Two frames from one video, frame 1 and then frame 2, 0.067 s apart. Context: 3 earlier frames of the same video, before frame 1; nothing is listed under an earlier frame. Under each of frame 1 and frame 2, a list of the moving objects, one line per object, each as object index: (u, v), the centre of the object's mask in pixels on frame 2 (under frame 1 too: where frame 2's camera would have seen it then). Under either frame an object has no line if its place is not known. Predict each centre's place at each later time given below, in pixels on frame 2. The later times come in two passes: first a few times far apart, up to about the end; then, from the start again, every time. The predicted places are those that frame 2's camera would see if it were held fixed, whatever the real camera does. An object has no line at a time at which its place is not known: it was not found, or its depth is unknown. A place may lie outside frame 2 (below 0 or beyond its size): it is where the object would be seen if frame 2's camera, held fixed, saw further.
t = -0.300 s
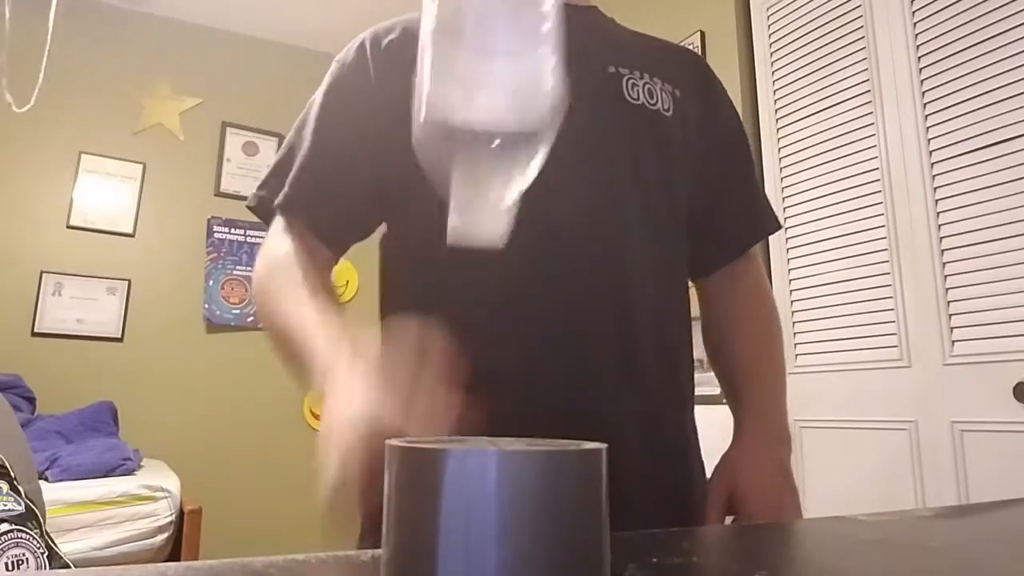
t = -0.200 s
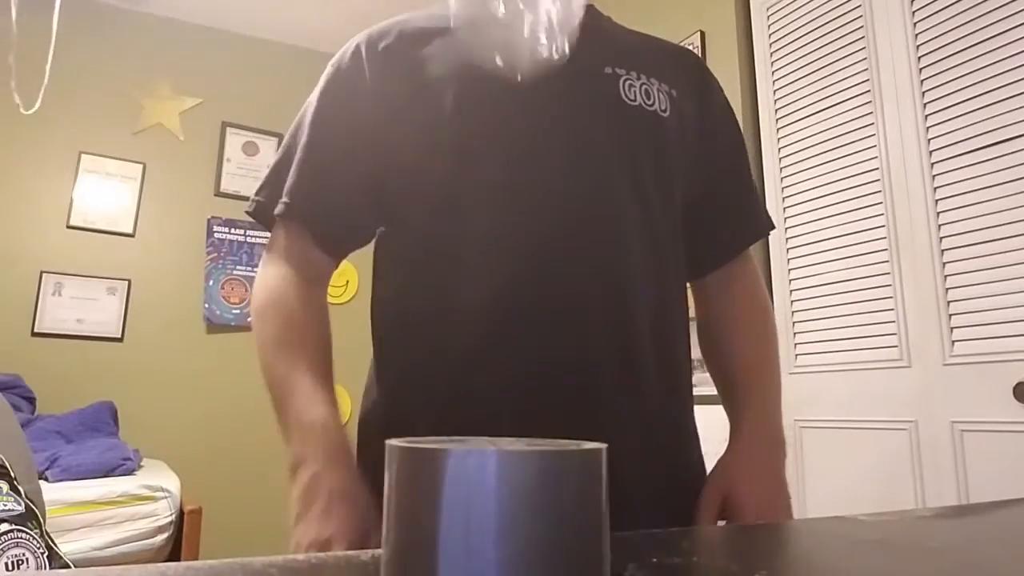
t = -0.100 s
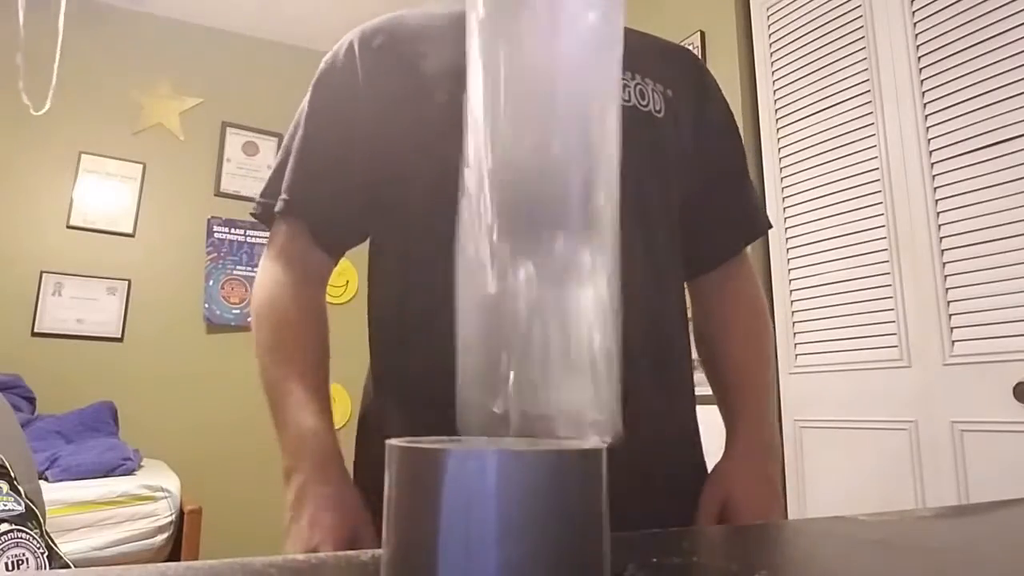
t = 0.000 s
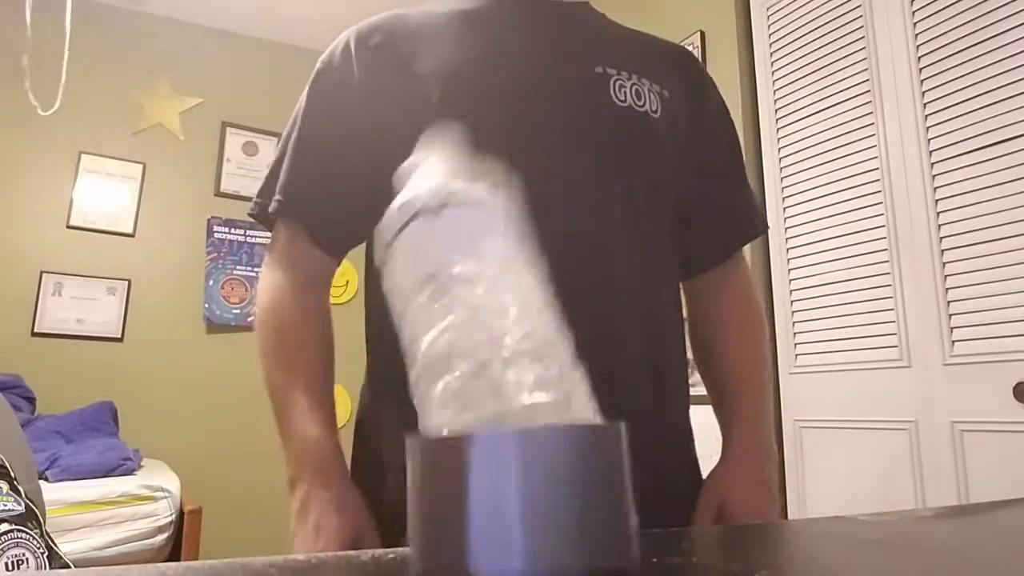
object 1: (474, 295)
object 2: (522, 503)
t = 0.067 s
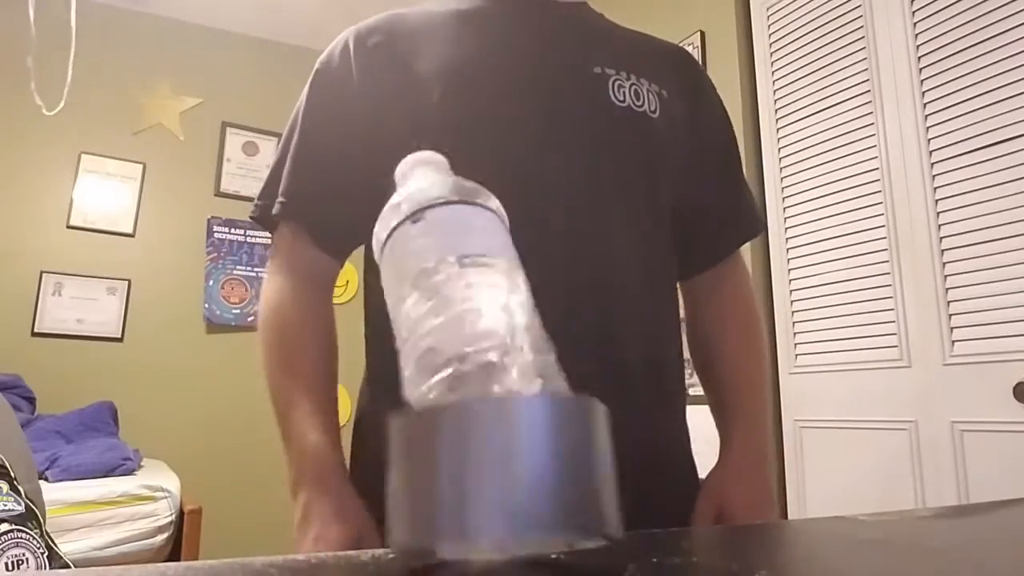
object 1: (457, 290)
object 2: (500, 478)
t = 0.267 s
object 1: (396, 288)
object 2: (459, 480)
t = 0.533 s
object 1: (510, 252)
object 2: (471, 510)
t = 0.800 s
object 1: (469, 248)
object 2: (476, 509)
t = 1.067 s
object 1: (473, 255)
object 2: (476, 509)
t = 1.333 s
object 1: (473, 255)
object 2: (476, 509)
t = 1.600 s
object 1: (473, 254)
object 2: (477, 510)
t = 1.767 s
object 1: (473, 255)
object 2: (477, 509)
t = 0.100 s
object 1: (448, 283)
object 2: (489, 458)
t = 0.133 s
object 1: (443, 283)
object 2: (478, 459)
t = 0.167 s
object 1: (435, 284)
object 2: (472, 461)
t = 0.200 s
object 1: (426, 284)
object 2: (467, 466)
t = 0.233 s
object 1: (411, 286)
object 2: (462, 475)
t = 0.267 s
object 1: (396, 288)
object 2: (459, 480)
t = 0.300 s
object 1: (386, 291)
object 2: (458, 491)
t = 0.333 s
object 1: (384, 291)
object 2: (457, 502)
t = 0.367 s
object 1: (391, 288)
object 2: (452, 512)
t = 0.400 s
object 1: (400, 271)
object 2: (452, 512)
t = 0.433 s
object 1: (420, 265)
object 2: (455, 512)
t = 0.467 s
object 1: (452, 238)
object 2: (455, 512)
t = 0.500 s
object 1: (490, 236)
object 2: (464, 510)
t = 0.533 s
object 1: (510, 252)
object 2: (471, 510)
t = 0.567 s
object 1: (511, 259)
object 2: (469, 512)
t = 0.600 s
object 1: (498, 255)
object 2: (471, 513)
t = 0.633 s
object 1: (479, 249)
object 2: (474, 509)
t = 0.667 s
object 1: (478, 243)
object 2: (476, 508)
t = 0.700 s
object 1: (481, 243)
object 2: (476, 508)
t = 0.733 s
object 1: (476, 250)
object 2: (476, 510)
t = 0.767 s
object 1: (463, 253)
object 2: (477, 509)
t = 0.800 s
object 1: (469, 248)
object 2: (476, 509)
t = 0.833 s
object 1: (475, 255)
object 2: (476, 509)
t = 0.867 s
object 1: (471, 254)
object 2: (476, 508)
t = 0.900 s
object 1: (472, 253)
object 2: (476, 509)
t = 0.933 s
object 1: (470, 255)
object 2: (476, 509)
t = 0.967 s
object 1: (473, 255)
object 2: (476, 509)
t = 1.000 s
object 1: (473, 255)
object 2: (476, 509)
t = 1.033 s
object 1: (473, 254)
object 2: (476, 510)
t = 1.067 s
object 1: (473, 255)
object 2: (476, 509)
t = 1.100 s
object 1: (473, 255)
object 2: (476, 509)
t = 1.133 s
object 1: (473, 255)
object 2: (476, 510)
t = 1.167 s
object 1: (473, 255)
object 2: (476, 509)
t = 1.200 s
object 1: (473, 255)
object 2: (476, 509)
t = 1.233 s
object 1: (473, 255)
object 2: (477, 510)
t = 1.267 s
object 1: (473, 255)
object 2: (477, 510)
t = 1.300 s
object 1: (473, 255)
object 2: (477, 510)
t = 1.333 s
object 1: (473, 255)
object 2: (476, 509)
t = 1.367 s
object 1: (473, 255)
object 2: (476, 509)
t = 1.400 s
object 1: (473, 255)
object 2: (476, 509)
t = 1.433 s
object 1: (473, 255)
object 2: (476, 509)
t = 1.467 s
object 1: (473, 254)
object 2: (476, 509)
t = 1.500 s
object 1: (473, 255)
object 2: (477, 510)
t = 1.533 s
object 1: (473, 255)
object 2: (477, 510)
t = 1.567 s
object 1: (473, 254)
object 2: (477, 510)
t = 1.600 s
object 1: (473, 254)
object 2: (477, 510)
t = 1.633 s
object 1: (473, 254)
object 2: (477, 509)
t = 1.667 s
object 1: (473, 254)
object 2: (477, 509)
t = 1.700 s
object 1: (473, 255)
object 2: (477, 509)
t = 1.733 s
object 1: (473, 255)
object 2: (477, 509)
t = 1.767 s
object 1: (473, 255)
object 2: (477, 509)
